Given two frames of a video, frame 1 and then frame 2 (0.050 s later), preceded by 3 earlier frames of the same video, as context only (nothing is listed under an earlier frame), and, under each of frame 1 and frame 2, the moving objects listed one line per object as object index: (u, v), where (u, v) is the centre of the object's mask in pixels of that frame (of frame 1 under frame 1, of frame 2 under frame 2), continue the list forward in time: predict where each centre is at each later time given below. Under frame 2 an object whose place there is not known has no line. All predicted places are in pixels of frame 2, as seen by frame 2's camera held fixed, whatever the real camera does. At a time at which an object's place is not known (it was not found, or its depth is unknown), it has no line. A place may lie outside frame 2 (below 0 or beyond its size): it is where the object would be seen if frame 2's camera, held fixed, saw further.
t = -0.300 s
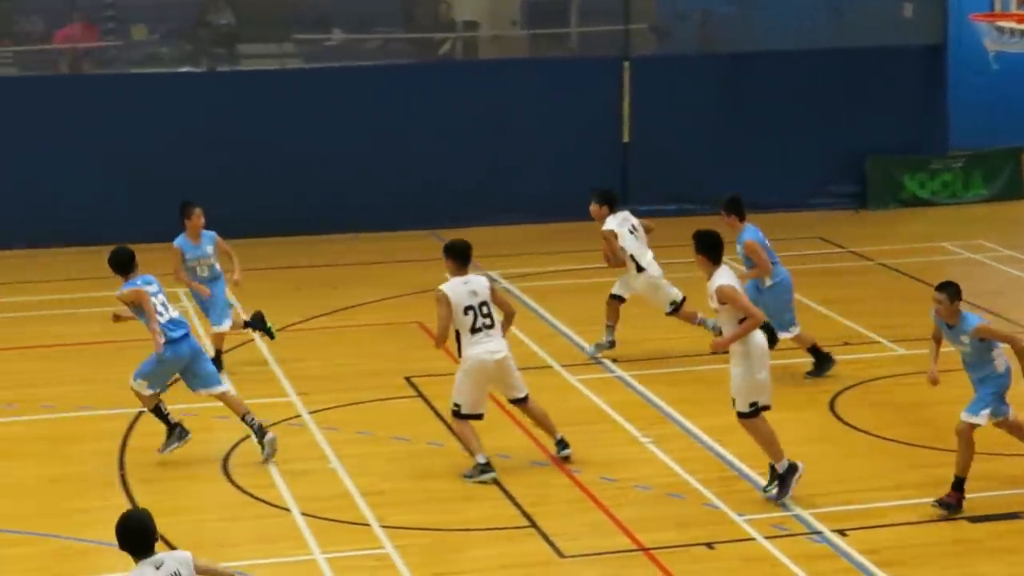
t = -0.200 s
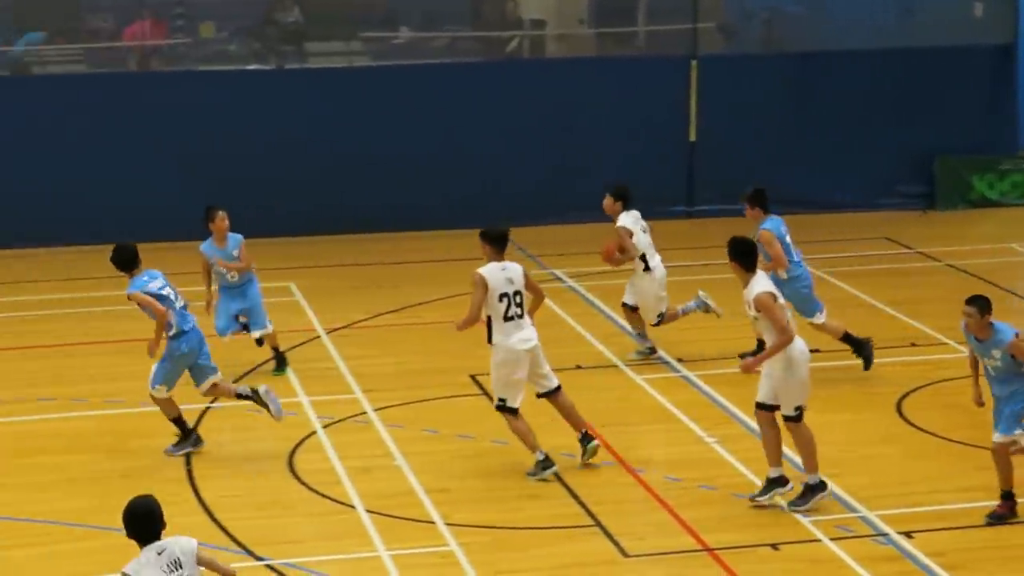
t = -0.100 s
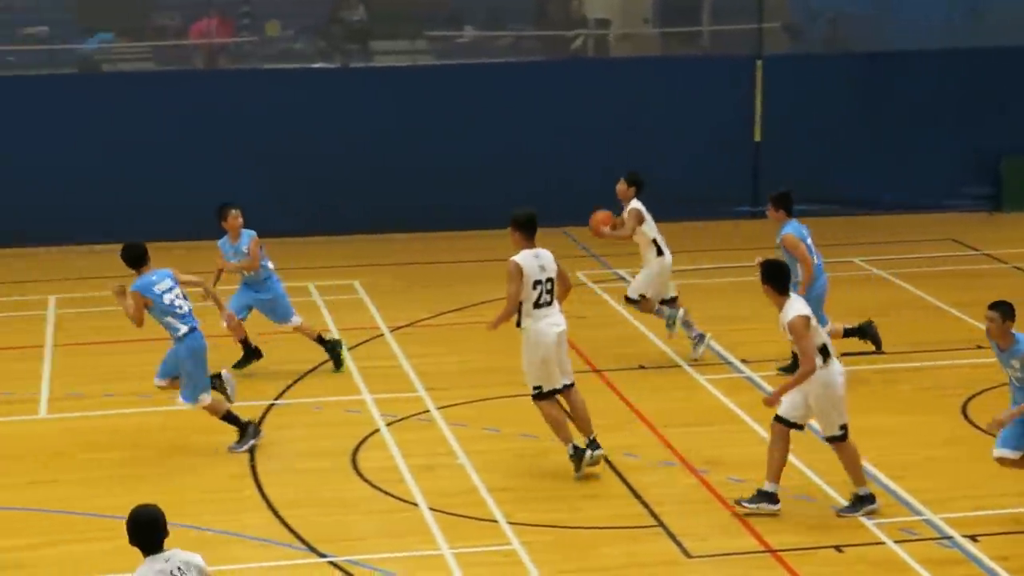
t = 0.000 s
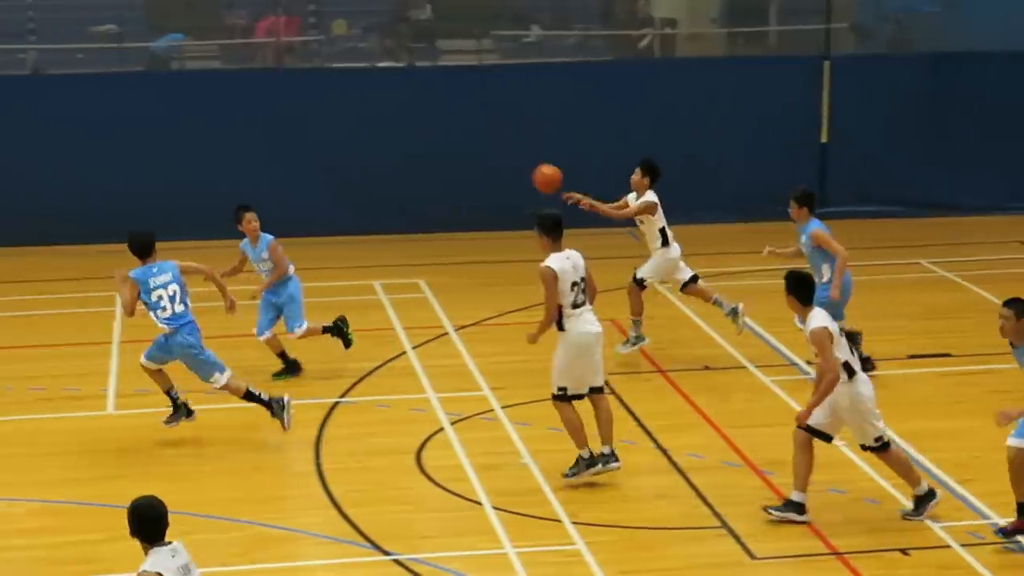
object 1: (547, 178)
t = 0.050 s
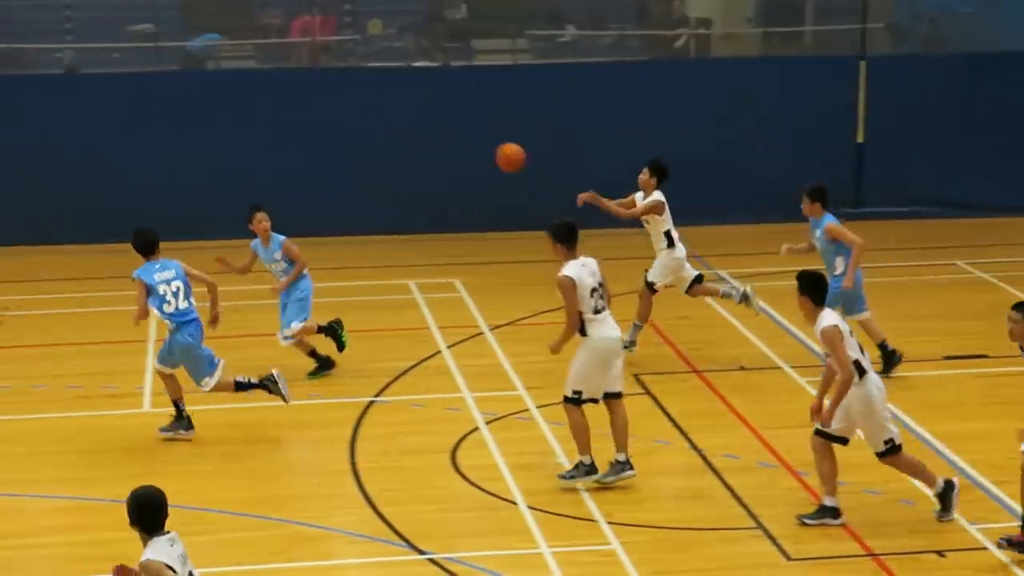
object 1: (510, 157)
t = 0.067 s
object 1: (487, 151)
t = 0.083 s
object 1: (466, 145)
